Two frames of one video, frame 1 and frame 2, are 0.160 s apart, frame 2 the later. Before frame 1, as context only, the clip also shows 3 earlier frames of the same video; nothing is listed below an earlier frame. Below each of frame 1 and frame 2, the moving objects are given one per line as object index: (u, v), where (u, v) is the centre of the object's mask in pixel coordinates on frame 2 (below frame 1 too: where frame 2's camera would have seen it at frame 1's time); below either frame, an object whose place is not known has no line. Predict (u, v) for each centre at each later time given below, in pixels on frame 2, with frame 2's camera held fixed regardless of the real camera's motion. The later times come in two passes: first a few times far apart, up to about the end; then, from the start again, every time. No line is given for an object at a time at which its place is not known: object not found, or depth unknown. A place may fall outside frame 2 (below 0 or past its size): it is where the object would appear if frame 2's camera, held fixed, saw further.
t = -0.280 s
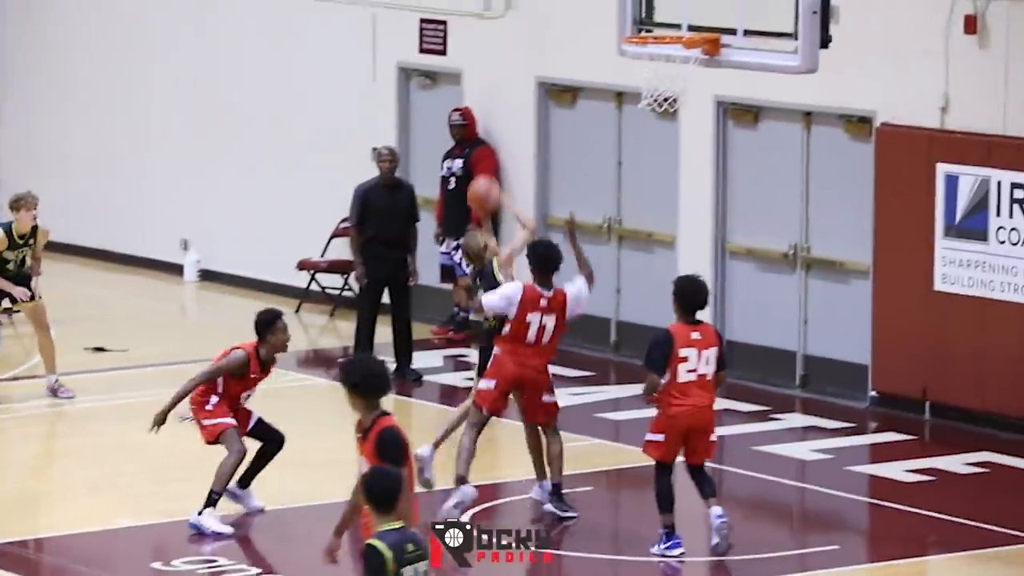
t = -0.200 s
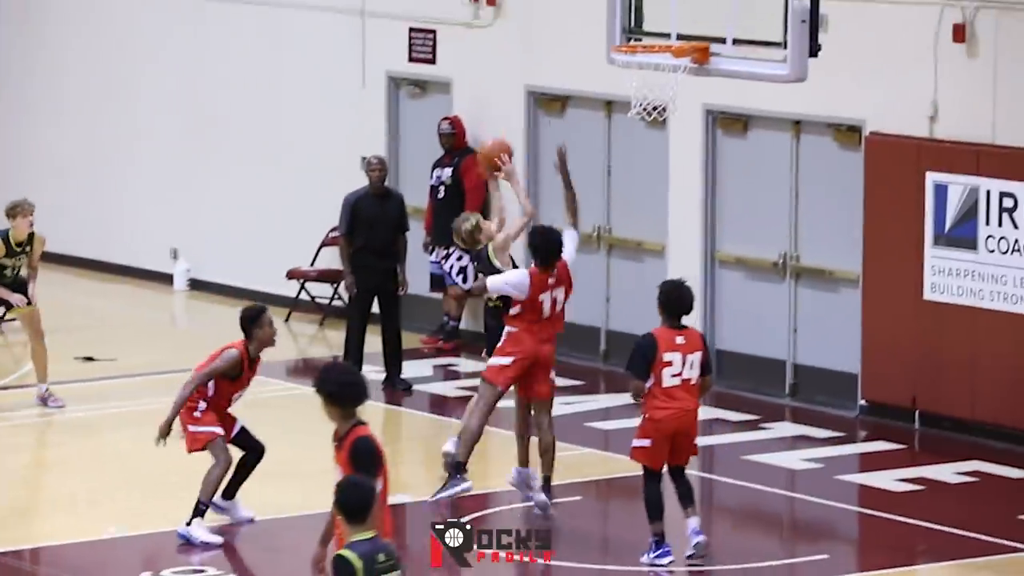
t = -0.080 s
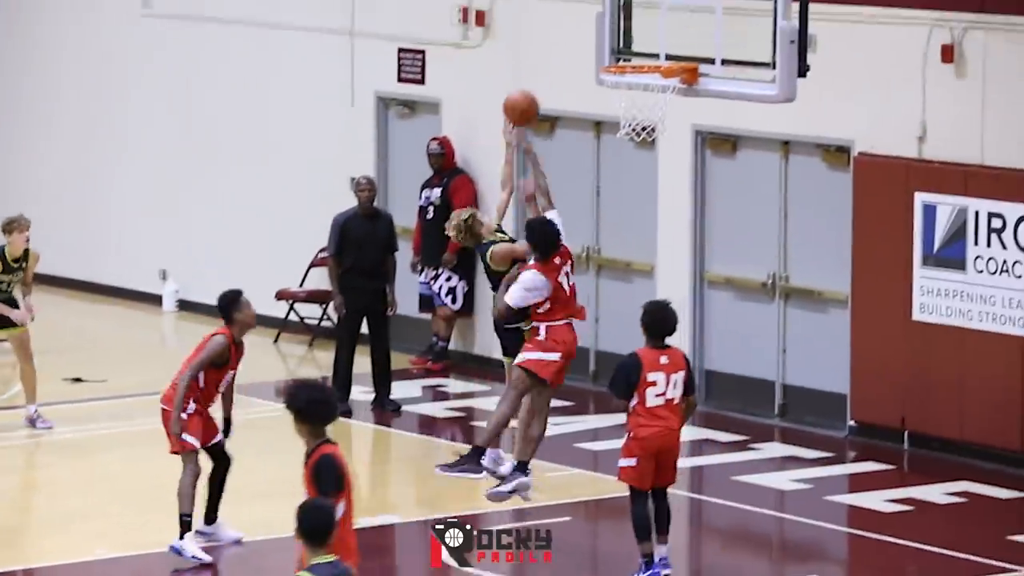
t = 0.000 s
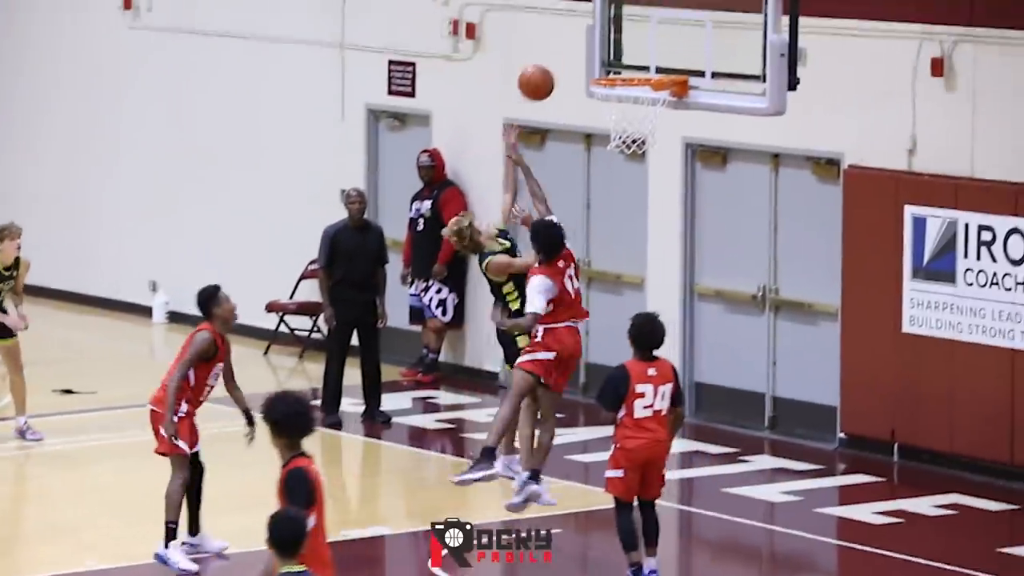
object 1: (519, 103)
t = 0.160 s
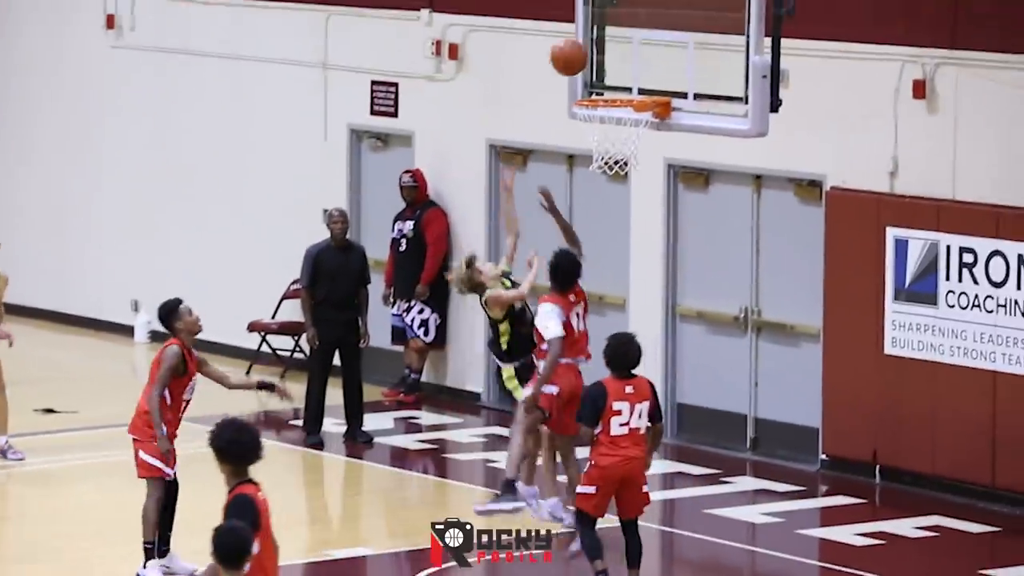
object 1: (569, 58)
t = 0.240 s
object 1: (593, 48)
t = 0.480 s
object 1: (609, 67)
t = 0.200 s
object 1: (580, 52)
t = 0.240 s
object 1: (593, 48)
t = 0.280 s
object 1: (605, 48)
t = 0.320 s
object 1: (610, 48)
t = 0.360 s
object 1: (610, 48)
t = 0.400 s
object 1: (609, 52)
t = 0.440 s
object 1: (609, 58)
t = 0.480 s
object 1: (609, 67)
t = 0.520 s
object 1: (608, 78)
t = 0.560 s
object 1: (607, 88)
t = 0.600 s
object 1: (609, 104)
